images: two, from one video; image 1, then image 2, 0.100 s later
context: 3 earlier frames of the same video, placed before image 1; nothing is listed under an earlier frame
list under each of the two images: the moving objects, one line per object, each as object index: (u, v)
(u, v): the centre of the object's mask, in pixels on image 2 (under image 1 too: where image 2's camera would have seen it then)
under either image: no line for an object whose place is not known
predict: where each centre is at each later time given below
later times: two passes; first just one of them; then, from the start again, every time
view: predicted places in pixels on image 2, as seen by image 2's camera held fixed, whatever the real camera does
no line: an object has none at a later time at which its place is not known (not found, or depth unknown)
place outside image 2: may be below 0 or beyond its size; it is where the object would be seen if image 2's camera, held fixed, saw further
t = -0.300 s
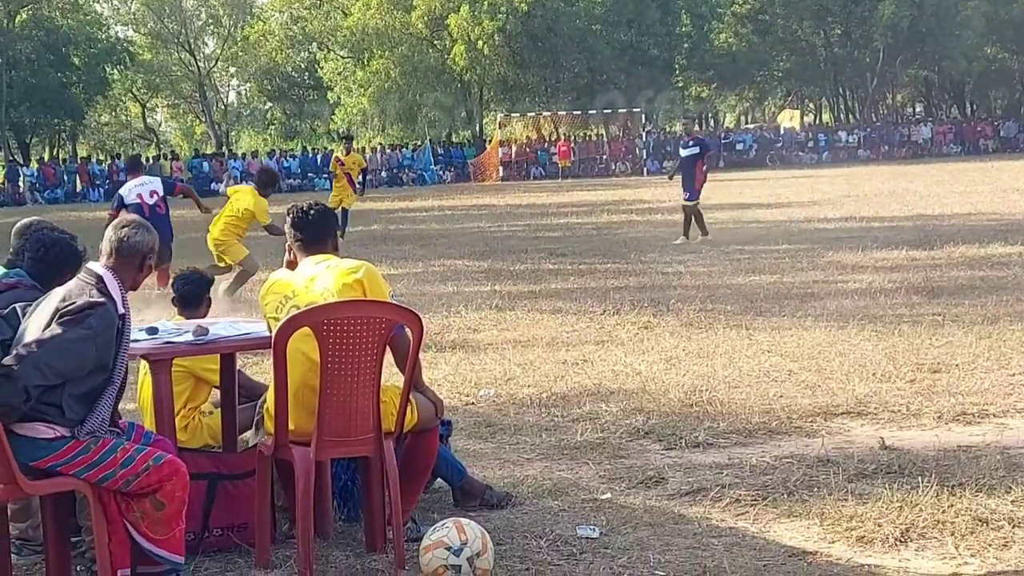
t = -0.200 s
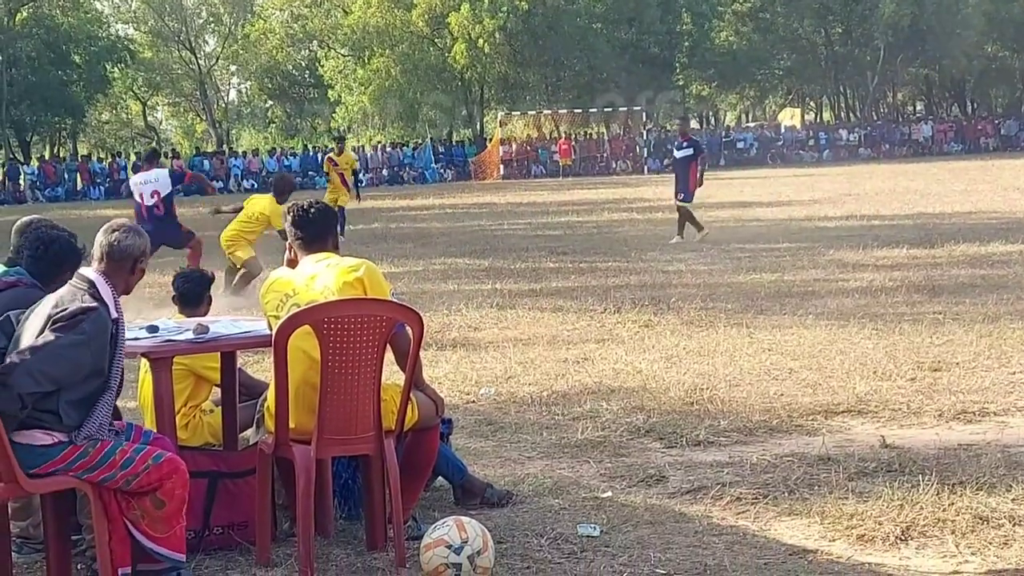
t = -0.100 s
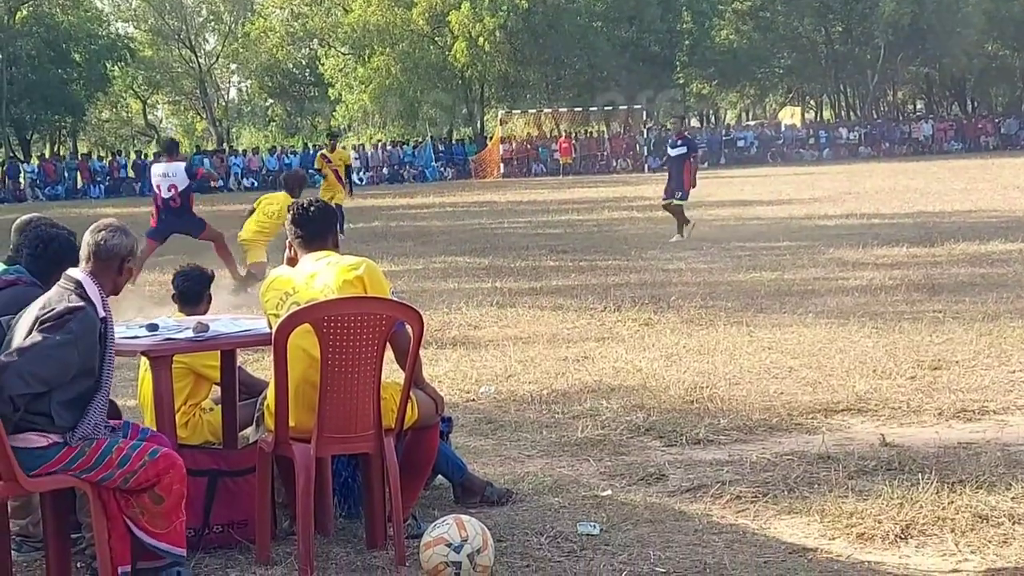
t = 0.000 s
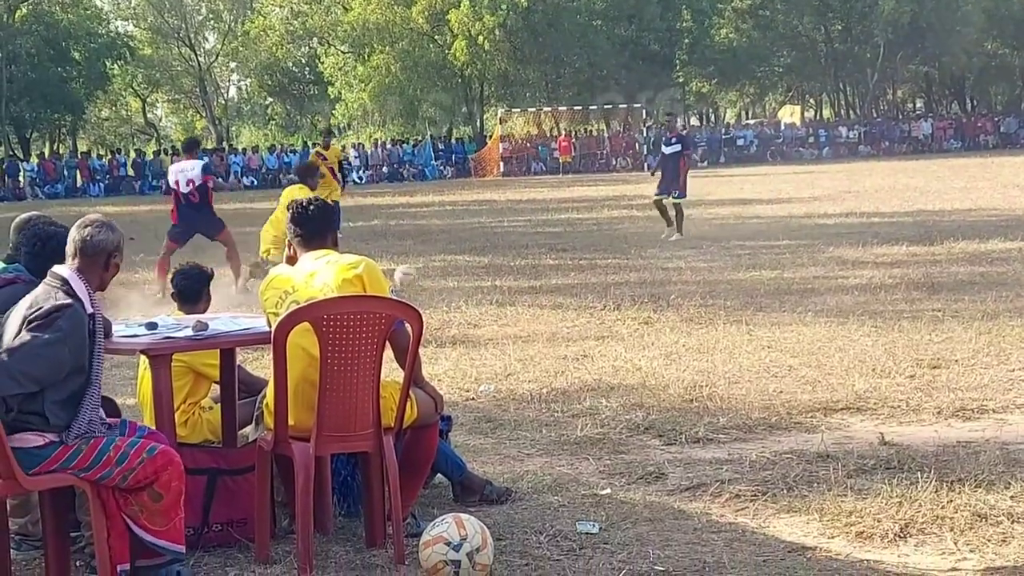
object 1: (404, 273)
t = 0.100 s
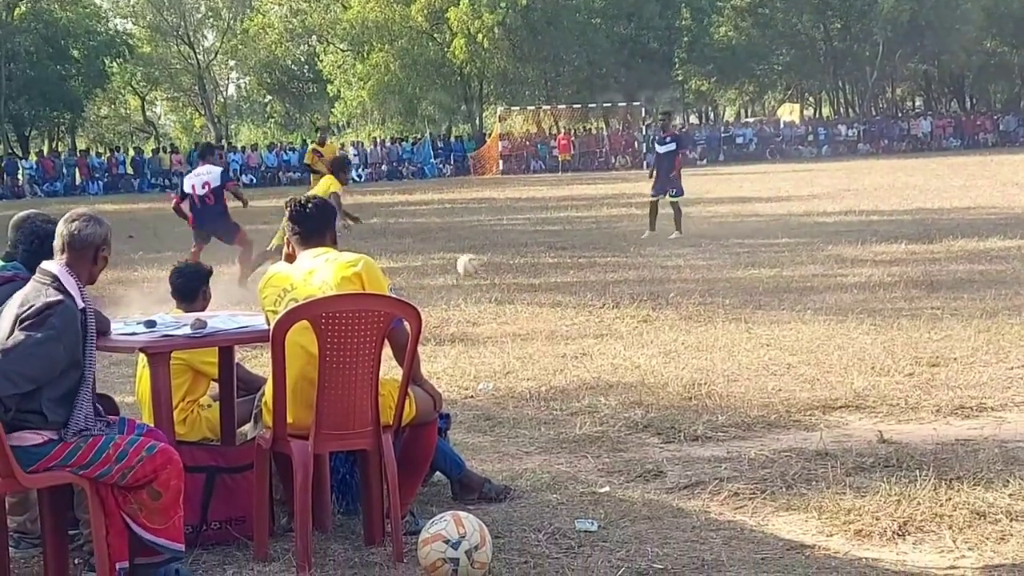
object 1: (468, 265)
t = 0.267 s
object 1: (563, 262)
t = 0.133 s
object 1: (488, 261)
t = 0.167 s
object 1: (507, 260)
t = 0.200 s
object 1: (525, 259)
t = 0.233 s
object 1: (544, 260)
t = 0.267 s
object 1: (563, 262)
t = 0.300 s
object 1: (581, 263)
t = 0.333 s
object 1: (594, 260)
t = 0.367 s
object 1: (606, 256)
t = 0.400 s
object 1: (616, 253)
